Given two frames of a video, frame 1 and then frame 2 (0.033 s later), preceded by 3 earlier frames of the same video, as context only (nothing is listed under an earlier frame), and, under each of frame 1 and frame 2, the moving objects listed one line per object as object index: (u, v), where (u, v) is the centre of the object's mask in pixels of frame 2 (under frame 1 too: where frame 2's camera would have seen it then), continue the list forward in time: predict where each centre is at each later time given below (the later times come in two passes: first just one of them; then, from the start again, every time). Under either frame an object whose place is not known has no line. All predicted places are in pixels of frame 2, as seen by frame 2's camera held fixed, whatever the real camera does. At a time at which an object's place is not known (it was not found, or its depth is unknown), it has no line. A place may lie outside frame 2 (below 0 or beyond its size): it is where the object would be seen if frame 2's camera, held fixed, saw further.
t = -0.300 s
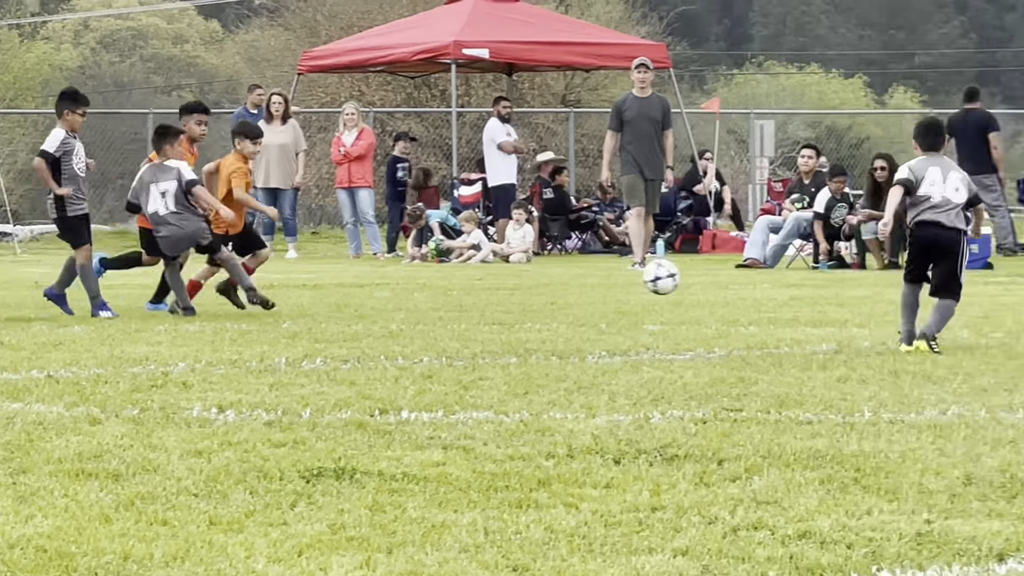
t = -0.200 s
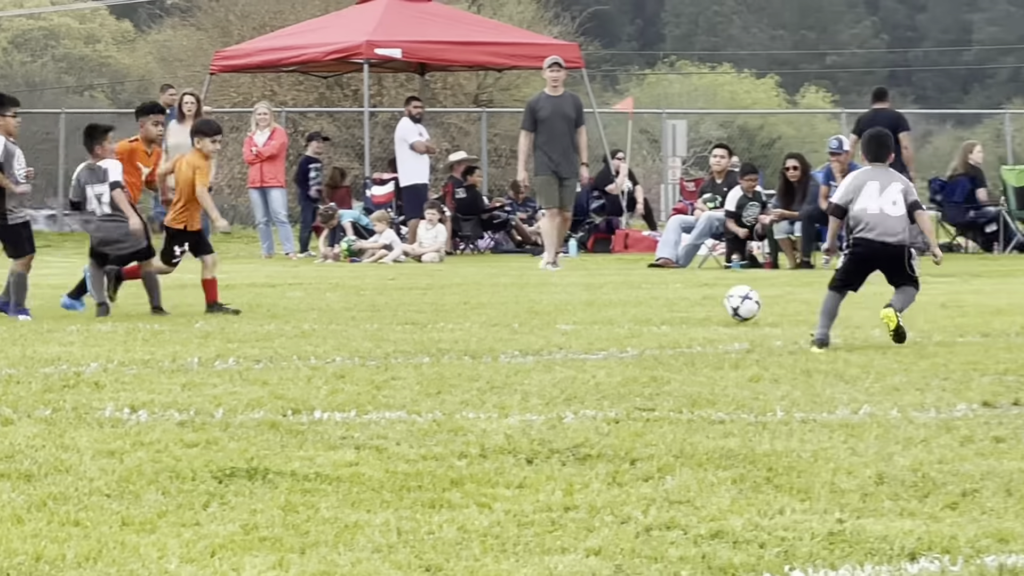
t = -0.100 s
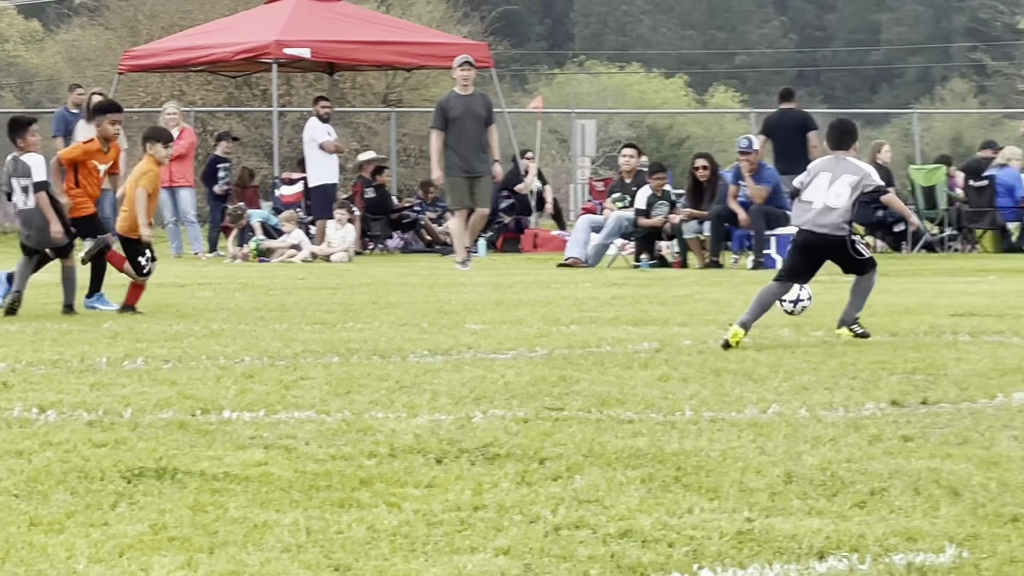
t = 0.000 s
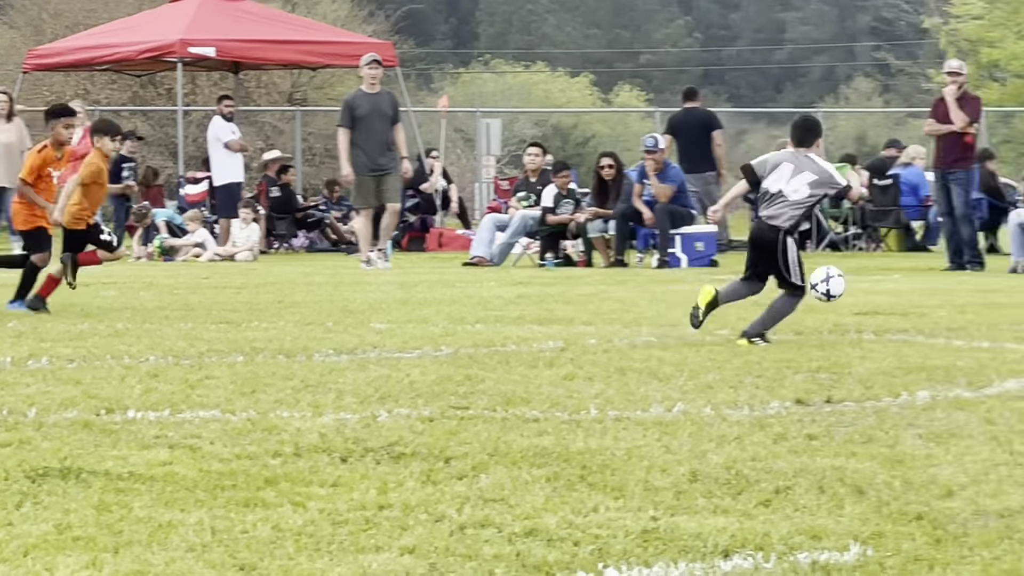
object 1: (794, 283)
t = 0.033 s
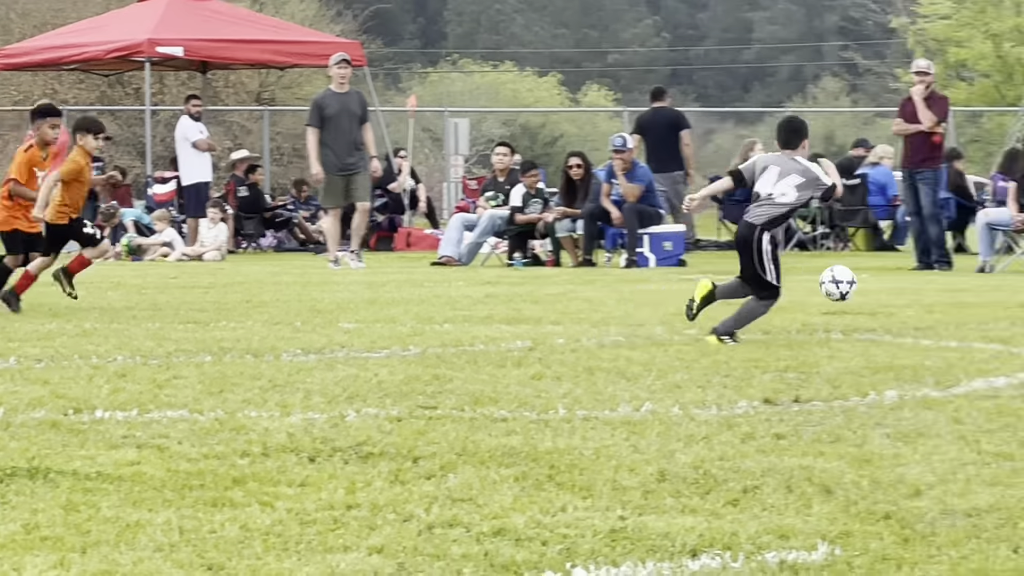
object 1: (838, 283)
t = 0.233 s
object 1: (1102, 312)
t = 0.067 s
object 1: (882, 285)
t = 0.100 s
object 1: (927, 289)
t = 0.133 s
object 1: (972, 295)
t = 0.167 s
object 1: (1018, 303)
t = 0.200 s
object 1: (1064, 312)
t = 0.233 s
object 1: (1102, 312)
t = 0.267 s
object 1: (1134, 302)
